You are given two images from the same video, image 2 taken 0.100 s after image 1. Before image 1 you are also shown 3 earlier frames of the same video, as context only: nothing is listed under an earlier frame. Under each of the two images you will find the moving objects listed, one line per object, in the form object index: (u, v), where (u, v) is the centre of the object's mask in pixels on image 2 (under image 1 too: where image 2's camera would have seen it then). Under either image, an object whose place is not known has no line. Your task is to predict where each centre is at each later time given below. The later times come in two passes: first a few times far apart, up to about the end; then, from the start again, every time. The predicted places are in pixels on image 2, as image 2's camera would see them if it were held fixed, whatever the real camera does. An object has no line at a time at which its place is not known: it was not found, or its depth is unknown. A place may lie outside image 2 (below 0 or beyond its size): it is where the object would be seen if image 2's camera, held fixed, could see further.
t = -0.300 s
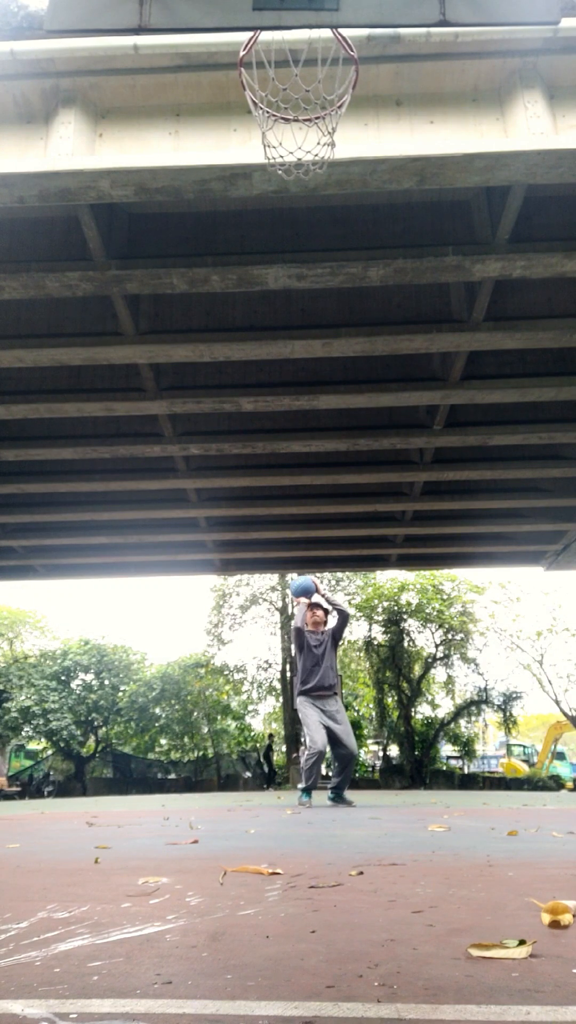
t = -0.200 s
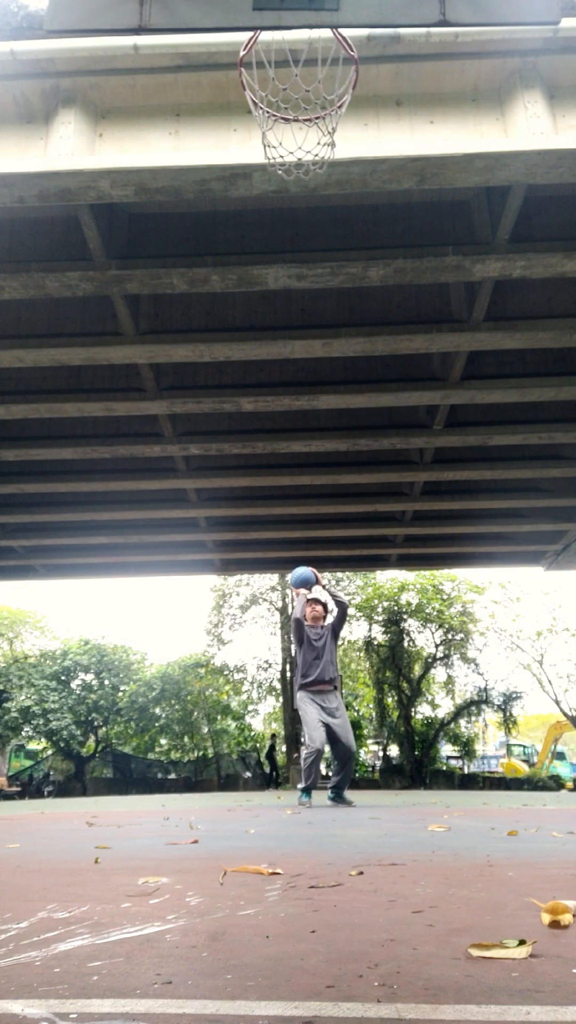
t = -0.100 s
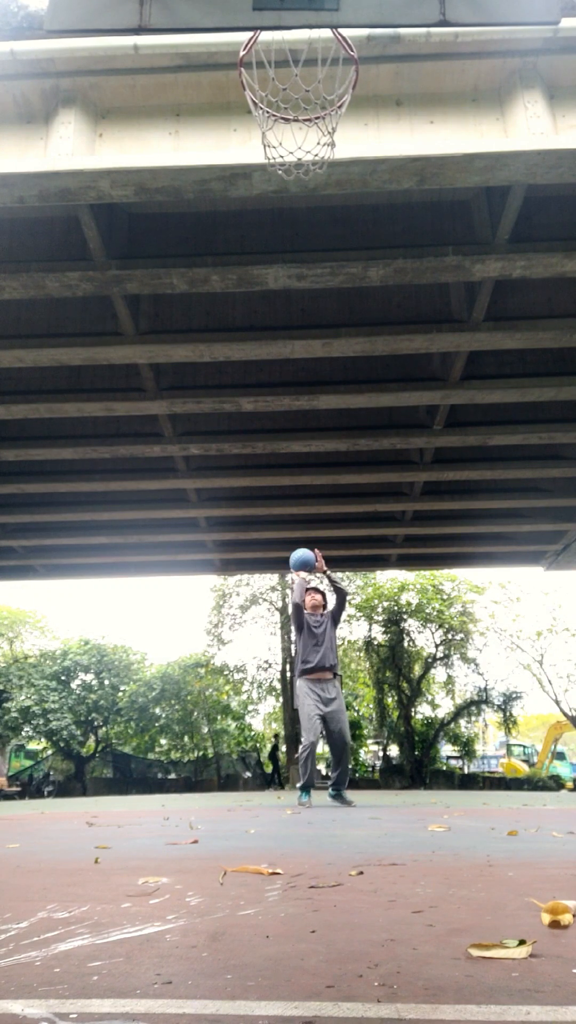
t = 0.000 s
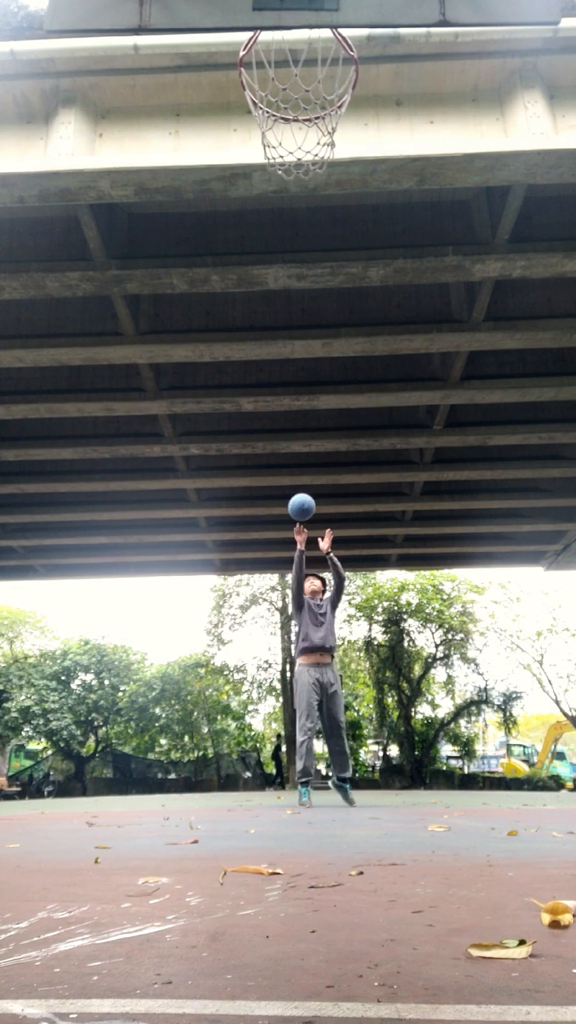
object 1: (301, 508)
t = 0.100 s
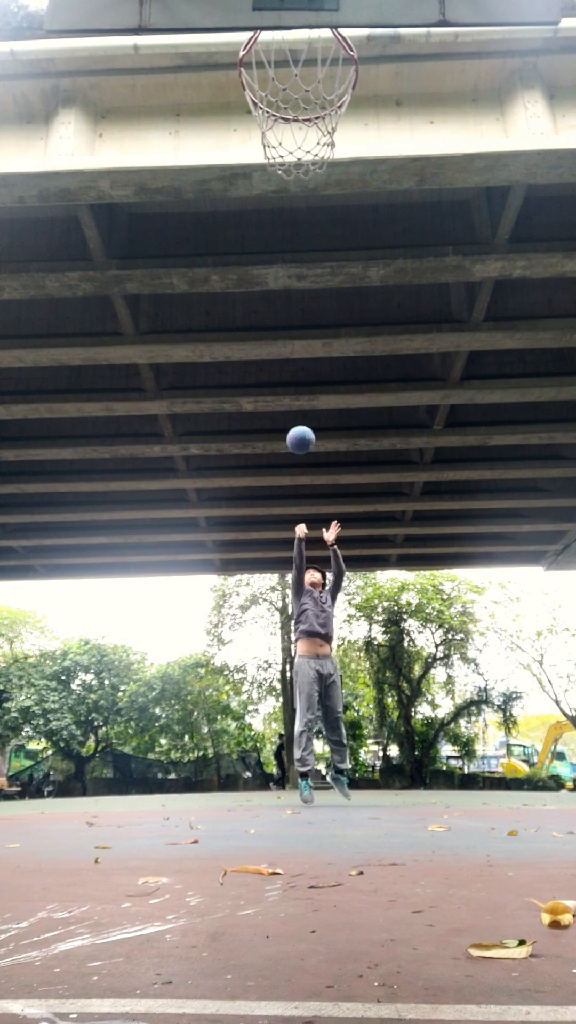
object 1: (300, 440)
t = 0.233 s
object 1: (300, 358)
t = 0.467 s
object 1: (298, 236)
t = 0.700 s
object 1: (299, 145)
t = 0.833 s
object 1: (300, 104)
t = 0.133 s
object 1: (300, 419)
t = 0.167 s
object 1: (300, 398)
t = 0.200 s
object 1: (300, 378)
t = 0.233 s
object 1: (300, 358)
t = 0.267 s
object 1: (299, 339)
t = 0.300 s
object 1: (299, 321)
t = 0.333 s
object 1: (299, 302)
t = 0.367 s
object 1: (299, 285)
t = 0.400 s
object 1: (298, 267)
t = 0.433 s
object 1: (298, 251)
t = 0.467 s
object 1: (298, 236)
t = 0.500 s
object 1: (298, 220)
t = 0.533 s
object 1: (298, 205)
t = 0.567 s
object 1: (299, 192)
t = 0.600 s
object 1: (298, 179)
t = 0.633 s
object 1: (297, 167)
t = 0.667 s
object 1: (298, 156)
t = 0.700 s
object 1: (299, 145)
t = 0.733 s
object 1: (298, 132)
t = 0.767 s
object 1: (298, 122)
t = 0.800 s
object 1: (299, 112)
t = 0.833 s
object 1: (300, 104)
